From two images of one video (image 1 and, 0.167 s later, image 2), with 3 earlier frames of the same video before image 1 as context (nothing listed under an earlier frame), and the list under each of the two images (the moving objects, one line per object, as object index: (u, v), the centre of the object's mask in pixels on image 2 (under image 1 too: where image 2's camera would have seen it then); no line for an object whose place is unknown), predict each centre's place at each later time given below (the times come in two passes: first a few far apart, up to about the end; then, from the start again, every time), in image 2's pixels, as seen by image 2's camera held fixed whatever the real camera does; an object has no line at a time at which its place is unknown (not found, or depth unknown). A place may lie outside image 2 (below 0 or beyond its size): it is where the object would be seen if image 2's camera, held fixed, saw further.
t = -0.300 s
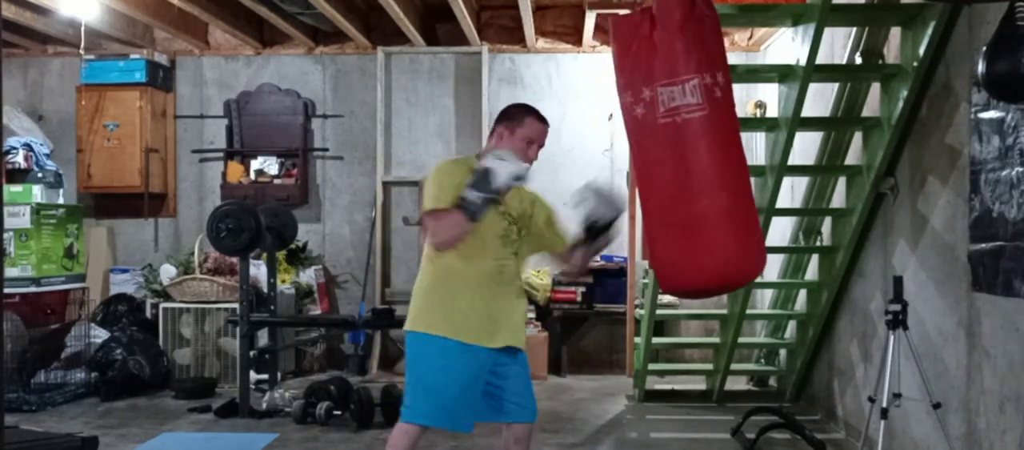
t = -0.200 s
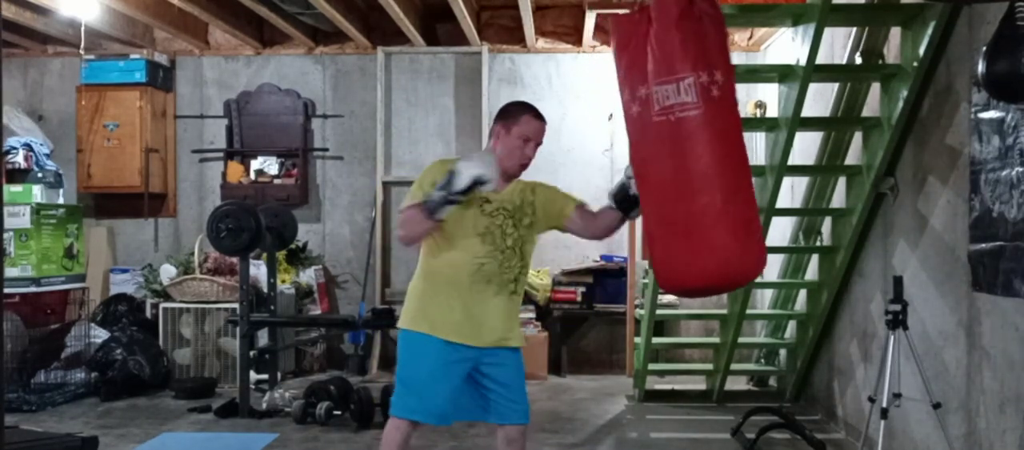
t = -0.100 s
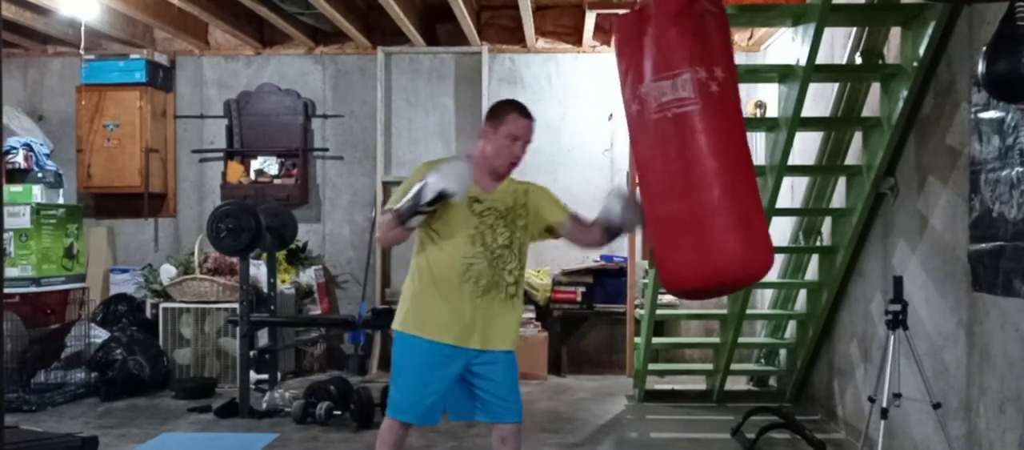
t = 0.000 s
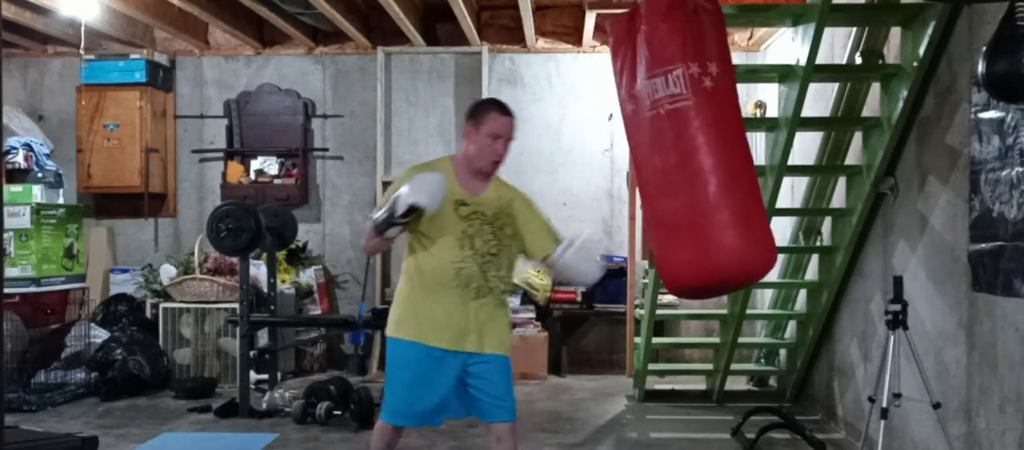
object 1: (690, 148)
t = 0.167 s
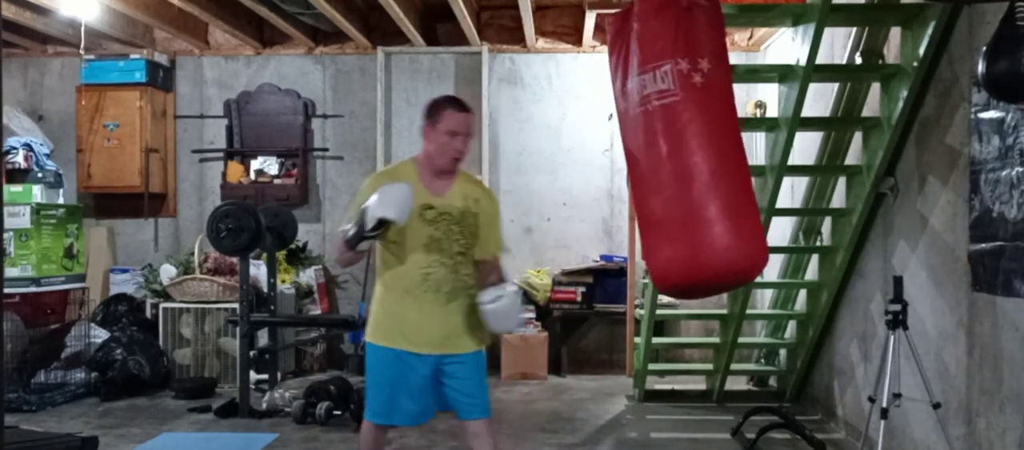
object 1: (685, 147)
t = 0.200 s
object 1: (682, 148)
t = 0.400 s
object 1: (665, 149)
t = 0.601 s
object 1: (646, 150)
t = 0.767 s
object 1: (636, 148)
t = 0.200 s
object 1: (682, 148)
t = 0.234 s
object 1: (680, 148)
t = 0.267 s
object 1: (677, 148)
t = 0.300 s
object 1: (674, 148)
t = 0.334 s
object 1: (672, 148)
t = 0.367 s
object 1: (668, 149)
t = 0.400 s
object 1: (665, 149)
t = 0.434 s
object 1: (662, 149)
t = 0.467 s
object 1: (659, 149)
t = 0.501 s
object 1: (656, 149)
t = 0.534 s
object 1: (653, 149)
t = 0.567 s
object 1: (649, 150)
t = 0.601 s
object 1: (646, 150)
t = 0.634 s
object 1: (644, 149)
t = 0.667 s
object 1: (642, 148)
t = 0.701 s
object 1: (639, 148)
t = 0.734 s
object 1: (637, 148)
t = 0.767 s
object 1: (636, 148)
